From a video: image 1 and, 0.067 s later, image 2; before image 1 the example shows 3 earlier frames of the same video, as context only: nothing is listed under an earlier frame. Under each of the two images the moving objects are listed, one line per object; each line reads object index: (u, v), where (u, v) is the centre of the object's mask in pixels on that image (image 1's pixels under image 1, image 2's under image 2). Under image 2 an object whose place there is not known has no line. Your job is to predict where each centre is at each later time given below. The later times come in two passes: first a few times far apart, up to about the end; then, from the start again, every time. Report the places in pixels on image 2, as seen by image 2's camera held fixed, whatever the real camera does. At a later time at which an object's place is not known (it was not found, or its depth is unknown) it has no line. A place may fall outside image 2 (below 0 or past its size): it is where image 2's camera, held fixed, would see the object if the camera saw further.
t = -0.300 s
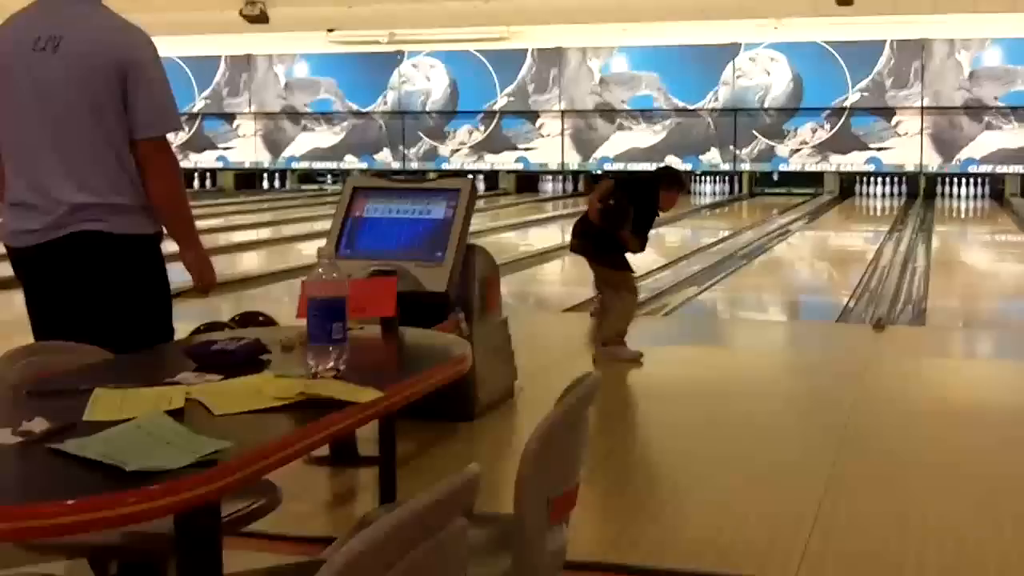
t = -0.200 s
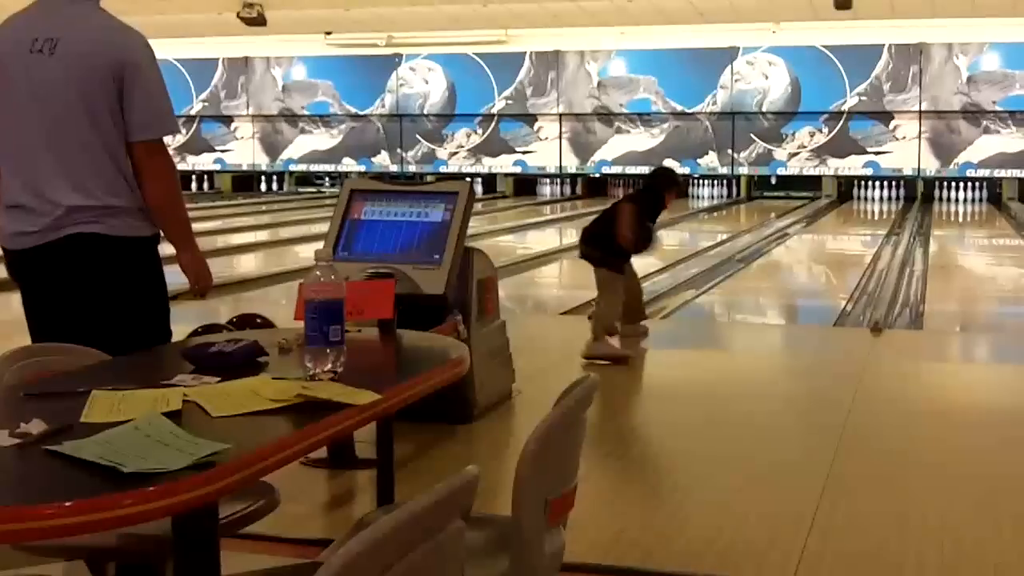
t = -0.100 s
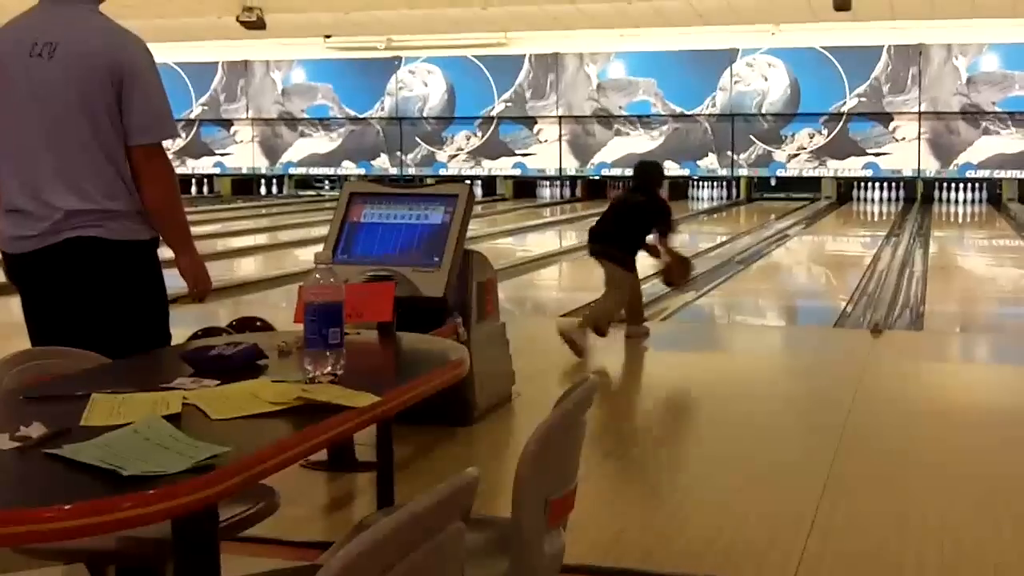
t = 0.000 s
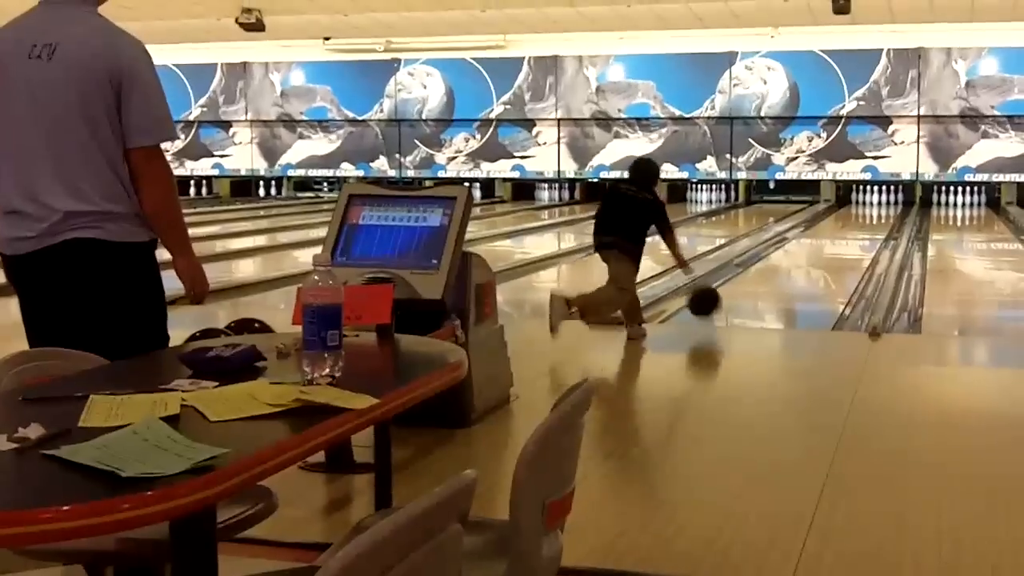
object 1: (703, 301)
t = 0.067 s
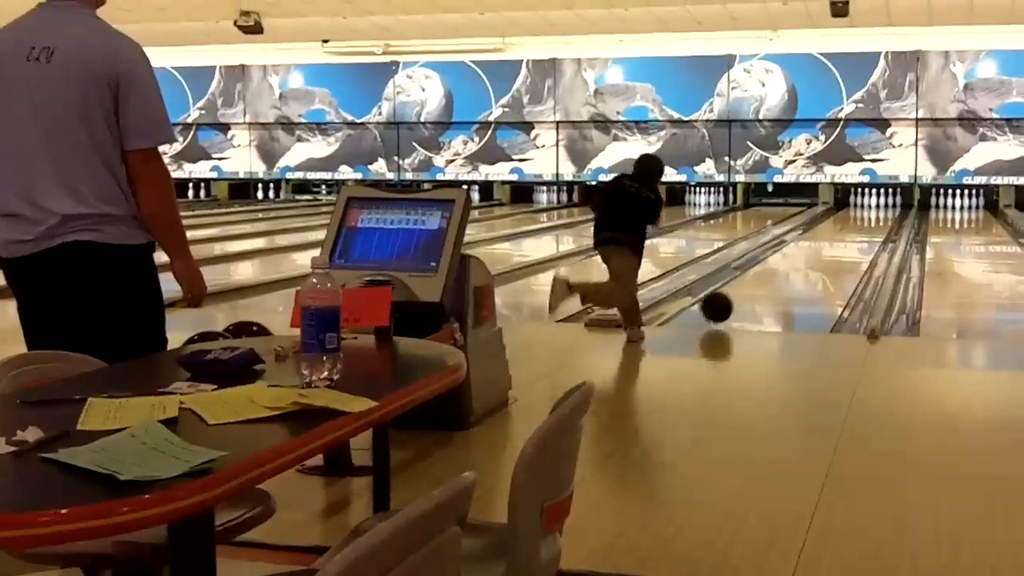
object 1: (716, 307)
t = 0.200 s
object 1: (740, 293)
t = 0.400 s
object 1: (769, 282)
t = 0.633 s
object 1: (796, 268)
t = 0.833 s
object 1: (814, 258)
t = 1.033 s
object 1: (829, 249)
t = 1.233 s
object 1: (841, 242)
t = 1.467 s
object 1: (853, 235)
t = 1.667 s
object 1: (861, 231)
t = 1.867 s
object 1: (867, 227)
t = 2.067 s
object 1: (872, 222)
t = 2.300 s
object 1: (878, 218)
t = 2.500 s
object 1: (880, 215)
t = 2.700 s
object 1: (881, 212)
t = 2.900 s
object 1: (880, 209)
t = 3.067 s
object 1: (877, 207)
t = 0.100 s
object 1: (723, 300)
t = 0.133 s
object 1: (729, 296)
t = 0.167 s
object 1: (734, 293)
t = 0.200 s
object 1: (740, 293)
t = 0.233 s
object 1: (746, 293)
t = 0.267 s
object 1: (751, 291)
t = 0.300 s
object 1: (756, 289)
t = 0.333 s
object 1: (761, 287)
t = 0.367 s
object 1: (765, 285)
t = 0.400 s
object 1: (769, 282)
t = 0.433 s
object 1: (774, 281)
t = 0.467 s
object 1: (778, 278)
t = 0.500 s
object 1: (782, 276)
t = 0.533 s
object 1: (785, 274)
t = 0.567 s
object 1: (789, 272)
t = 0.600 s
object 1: (793, 270)
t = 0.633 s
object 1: (796, 268)
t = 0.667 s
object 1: (800, 266)
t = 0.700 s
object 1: (802, 264)
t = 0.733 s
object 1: (806, 262)
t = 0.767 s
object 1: (809, 260)
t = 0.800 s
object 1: (812, 259)
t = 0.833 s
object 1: (814, 258)
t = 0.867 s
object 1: (817, 257)
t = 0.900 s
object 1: (820, 255)
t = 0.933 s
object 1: (822, 253)
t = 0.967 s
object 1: (825, 252)
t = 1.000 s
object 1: (827, 251)
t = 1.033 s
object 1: (829, 249)
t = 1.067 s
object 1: (831, 248)
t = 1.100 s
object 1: (833, 247)
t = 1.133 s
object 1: (836, 246)
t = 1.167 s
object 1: (837, 245)
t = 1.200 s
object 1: (839, 244)
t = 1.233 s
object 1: (841, 242)
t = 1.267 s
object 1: (843, 241)
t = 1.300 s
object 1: (845, 240)
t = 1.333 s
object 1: (846, 239)
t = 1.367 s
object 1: (848, 238)
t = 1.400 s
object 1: (849, 238)
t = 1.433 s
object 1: (851, 236)
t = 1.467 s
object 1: (853, 235)
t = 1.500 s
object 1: (854, 235)
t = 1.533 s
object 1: (855, 234)
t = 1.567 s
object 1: (857, 233)
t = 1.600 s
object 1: (858, 232)
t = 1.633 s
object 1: (859, 232)
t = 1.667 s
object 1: (861, 231)
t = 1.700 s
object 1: (862, 230)
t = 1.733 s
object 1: (863, 229)
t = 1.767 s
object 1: (864, 228)
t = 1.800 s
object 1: (865, 228)
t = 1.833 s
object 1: (866, 227)
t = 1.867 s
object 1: (867, 227)
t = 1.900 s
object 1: (868, 226)
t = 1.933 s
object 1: (869, 224)
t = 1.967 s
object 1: (869, 224)
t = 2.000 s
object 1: (870, 223)
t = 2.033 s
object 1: (871, 222)
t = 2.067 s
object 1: (872, 222)
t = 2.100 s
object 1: (872, 221)
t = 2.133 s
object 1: (874, 220)
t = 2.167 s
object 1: (875, 220)
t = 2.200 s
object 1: (876, 220)
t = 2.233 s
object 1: (876, 219)
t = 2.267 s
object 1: (877, 218)
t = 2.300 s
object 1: (878, 218)
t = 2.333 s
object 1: (878, 217)
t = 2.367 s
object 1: (878, 217)
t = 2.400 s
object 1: (879, 217)
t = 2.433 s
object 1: (879, 216)
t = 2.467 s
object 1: (879, 216)
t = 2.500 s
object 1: (880, 215)
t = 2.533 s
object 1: (881, 214)
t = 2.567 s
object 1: (880, 214)
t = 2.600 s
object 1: (881, 213)
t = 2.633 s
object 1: (881, 212)
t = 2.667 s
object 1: (881, 212)
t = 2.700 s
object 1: (881, 212)
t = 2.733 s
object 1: (881, 212)
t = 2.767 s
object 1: (881, 211)
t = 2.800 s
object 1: (880, 210)
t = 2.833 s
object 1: (880, 210)
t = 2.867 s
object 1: (880, 209)
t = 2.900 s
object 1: (880, 209)
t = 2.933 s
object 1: (879, 209)
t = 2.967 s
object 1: (879, 208)
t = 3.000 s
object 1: (878, 208)
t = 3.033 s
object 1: (878, 207)
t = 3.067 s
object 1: (877, 207)
